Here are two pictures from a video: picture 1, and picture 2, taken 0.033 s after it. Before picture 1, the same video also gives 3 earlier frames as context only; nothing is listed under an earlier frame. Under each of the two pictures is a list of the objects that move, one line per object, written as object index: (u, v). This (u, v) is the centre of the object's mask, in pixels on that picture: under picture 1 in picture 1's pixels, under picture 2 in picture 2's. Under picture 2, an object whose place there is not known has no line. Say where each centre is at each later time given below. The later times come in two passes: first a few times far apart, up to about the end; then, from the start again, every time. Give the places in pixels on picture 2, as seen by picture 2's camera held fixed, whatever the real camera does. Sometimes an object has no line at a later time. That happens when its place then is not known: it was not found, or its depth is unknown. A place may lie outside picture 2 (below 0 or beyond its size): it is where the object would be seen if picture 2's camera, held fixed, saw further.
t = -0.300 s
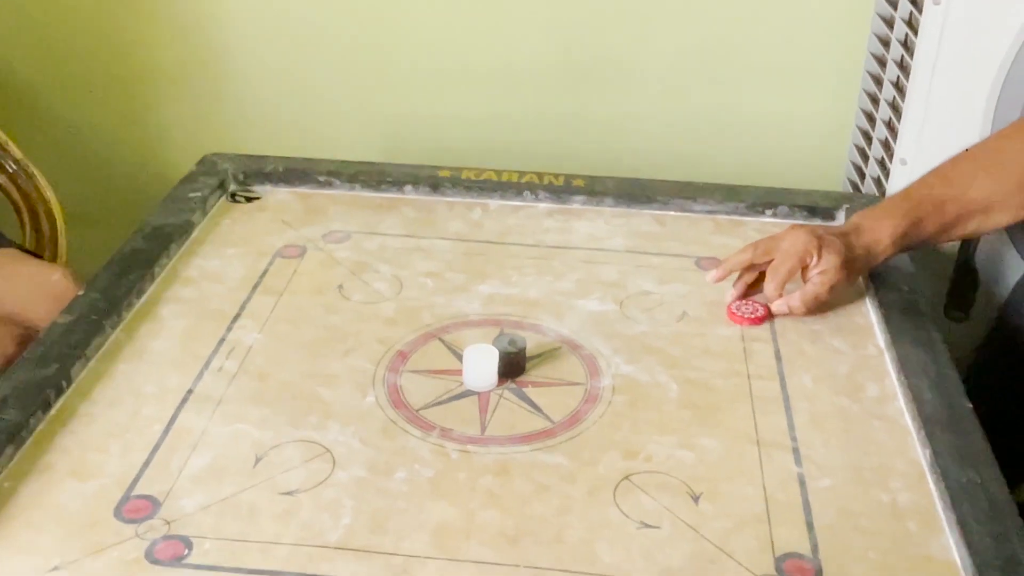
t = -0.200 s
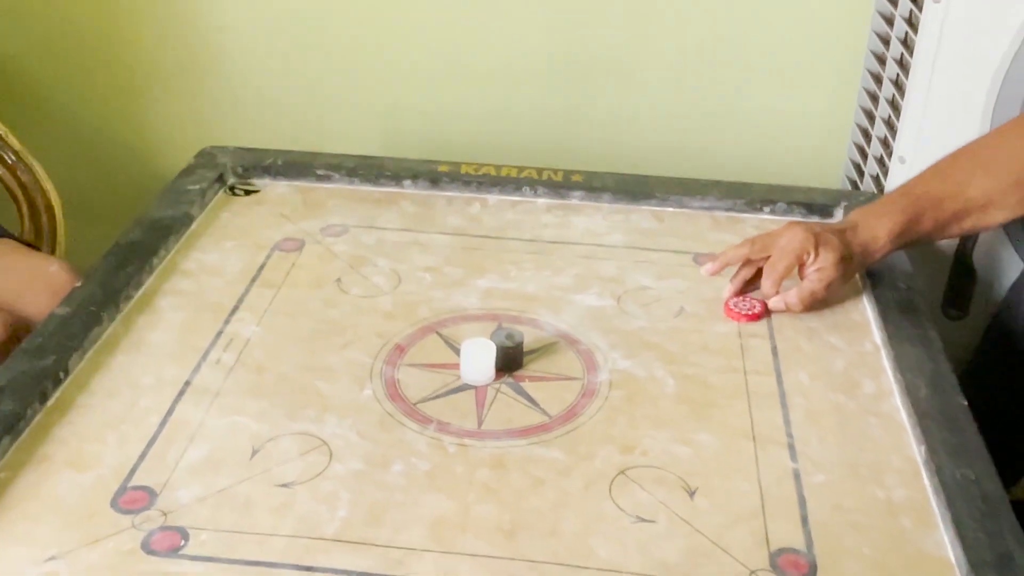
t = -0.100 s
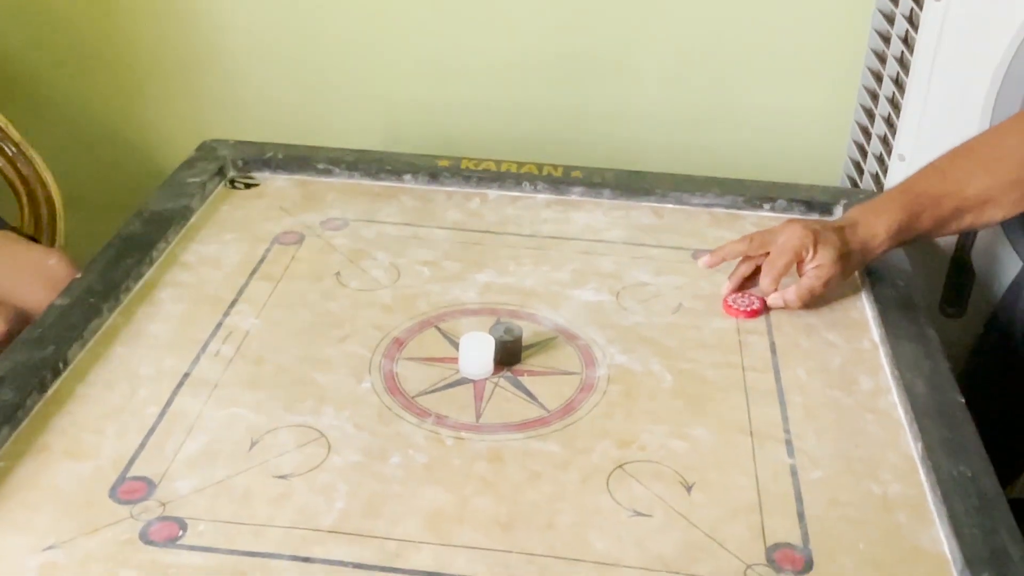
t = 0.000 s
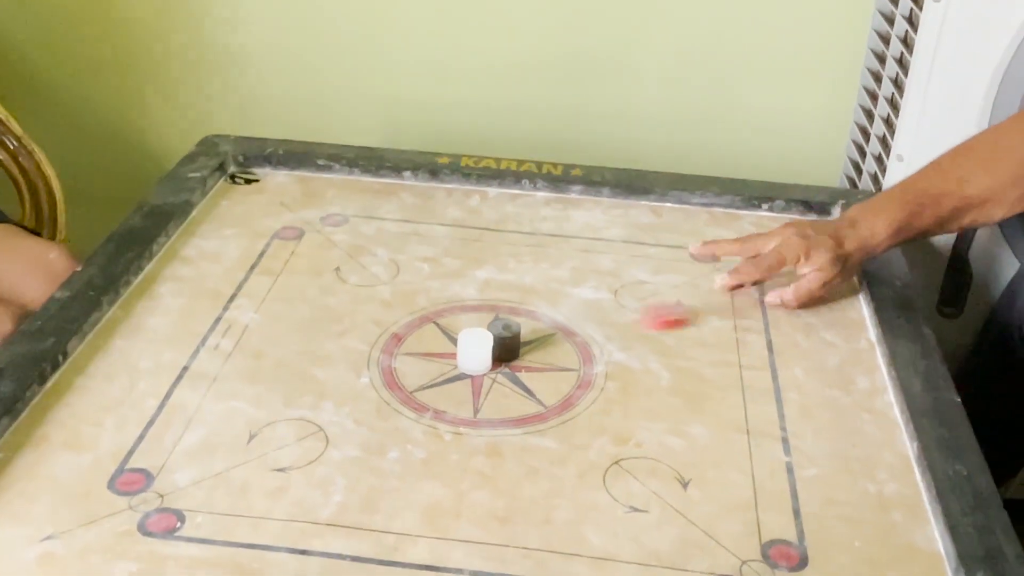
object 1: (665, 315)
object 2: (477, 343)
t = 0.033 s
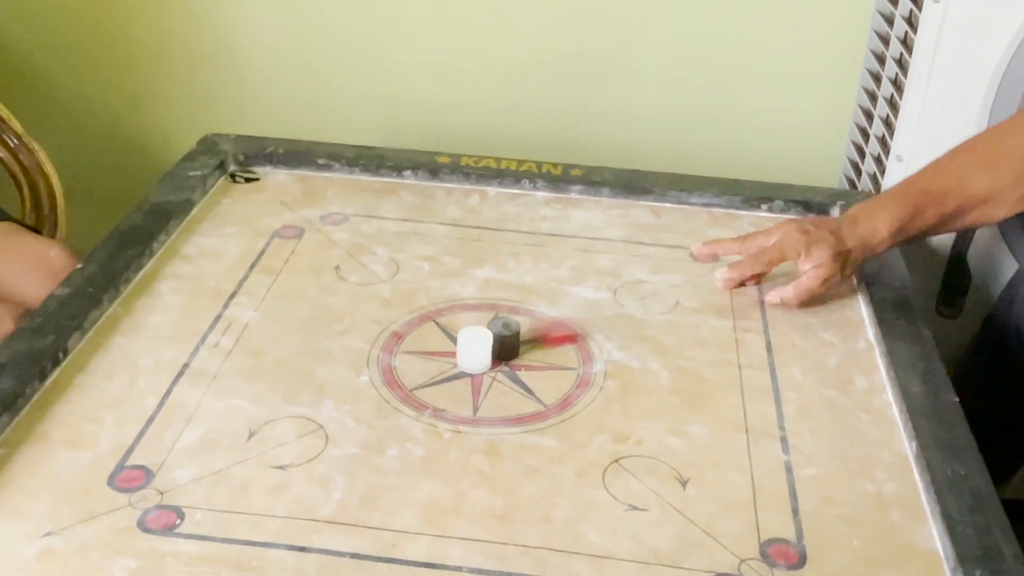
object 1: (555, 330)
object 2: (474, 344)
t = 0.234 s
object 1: (411, 289)
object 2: (467, 363)
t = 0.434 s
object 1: (332, 261)
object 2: (457, 370)
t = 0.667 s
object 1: (292, 246)
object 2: (457, 370)
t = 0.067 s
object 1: (525, 325)
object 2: (467, 355)
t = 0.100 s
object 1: (483, 316)
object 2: (466, 355)
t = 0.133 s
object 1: (466, 309)
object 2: (472, 352)
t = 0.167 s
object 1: (447, 302)
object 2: (472, 352)
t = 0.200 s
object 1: (428, 295)
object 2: (461, 354)
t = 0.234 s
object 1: (411, 289)
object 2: (467, 363)
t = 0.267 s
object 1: (396, 283)
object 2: (461, 367)
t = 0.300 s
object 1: (380, 278)
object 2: (458, 369)
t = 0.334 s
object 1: (365, 273)
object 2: (457, 370)
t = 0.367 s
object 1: (353, 268)
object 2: (457, 370)
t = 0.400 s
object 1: (342, 264)
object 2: (457, 370)
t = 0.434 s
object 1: (332, 261)
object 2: (457, 370)
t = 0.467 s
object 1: (324, 258)
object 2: (457, 370)
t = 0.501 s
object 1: (317, 255)
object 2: (457, 370)
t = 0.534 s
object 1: (311, 253)
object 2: (457, 370)
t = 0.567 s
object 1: (306, 251)
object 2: (457, 370)
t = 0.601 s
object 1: (301, 249)
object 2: (458, 369)
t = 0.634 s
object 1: (296, 248)
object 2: (457, 370)
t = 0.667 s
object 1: (292, 246)
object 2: (457, 370)
